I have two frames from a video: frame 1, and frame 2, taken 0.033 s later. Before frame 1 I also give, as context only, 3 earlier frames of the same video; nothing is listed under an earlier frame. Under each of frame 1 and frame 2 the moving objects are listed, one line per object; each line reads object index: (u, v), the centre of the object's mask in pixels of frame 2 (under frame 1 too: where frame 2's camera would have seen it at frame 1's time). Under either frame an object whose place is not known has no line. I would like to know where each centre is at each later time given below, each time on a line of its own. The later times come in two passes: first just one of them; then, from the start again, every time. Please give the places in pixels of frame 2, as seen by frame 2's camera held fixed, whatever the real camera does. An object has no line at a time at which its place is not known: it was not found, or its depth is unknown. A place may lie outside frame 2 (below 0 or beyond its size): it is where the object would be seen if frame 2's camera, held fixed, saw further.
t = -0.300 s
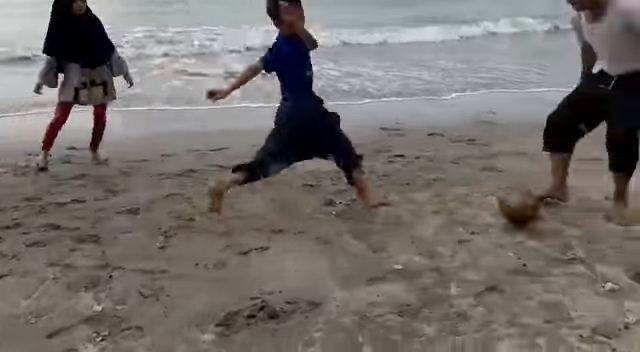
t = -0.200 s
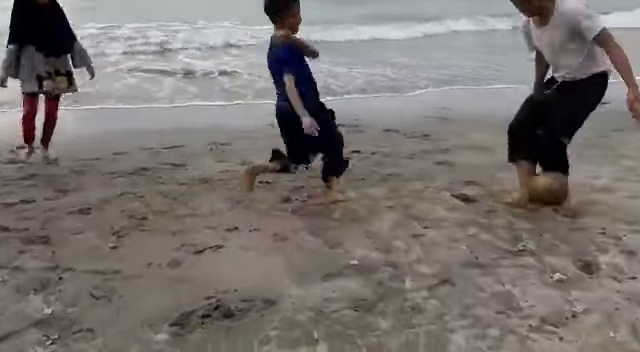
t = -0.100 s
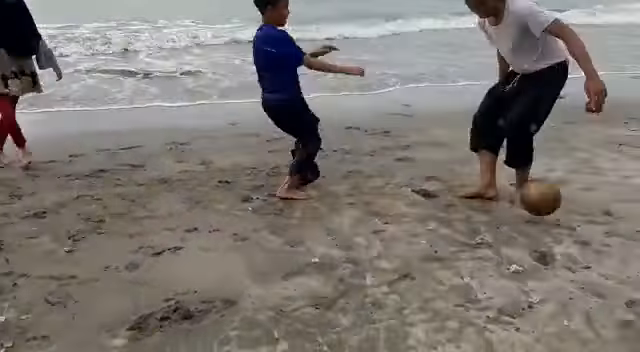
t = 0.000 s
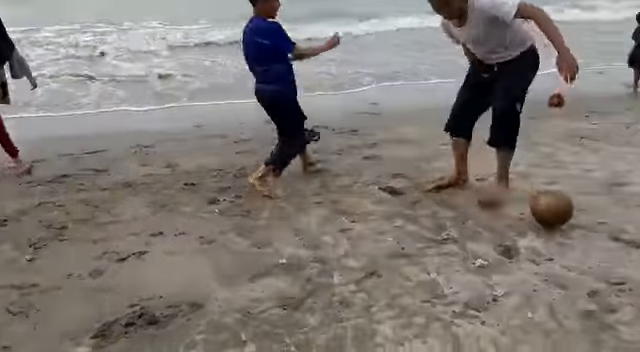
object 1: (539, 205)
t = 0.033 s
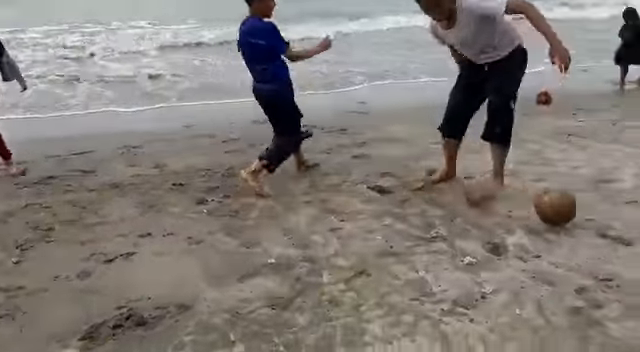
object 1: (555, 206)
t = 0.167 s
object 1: (625, 218)
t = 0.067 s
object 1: (571, 208)
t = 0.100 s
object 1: (589, 212)
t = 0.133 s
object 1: (607, 217)
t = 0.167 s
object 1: (625, 218)
